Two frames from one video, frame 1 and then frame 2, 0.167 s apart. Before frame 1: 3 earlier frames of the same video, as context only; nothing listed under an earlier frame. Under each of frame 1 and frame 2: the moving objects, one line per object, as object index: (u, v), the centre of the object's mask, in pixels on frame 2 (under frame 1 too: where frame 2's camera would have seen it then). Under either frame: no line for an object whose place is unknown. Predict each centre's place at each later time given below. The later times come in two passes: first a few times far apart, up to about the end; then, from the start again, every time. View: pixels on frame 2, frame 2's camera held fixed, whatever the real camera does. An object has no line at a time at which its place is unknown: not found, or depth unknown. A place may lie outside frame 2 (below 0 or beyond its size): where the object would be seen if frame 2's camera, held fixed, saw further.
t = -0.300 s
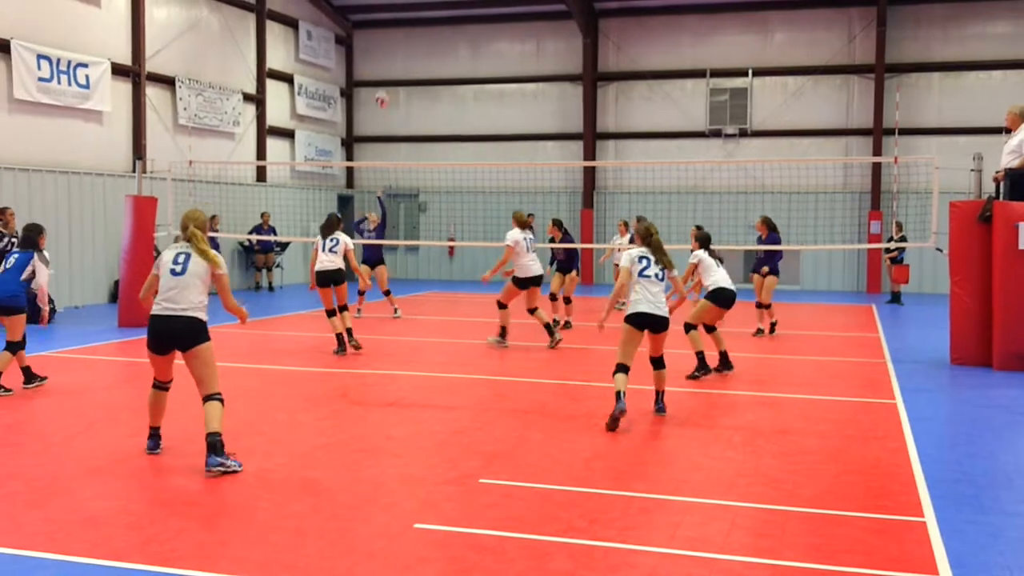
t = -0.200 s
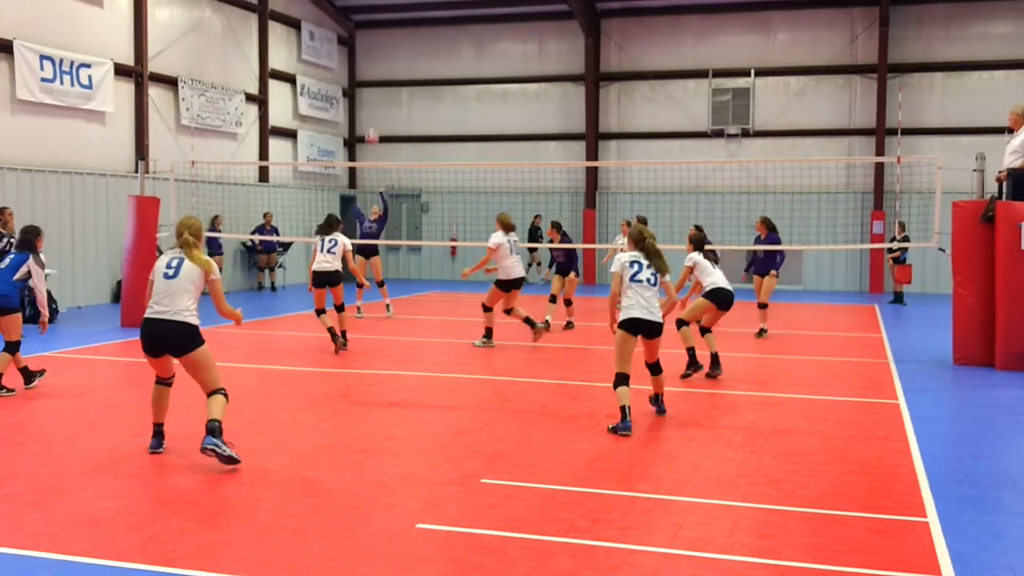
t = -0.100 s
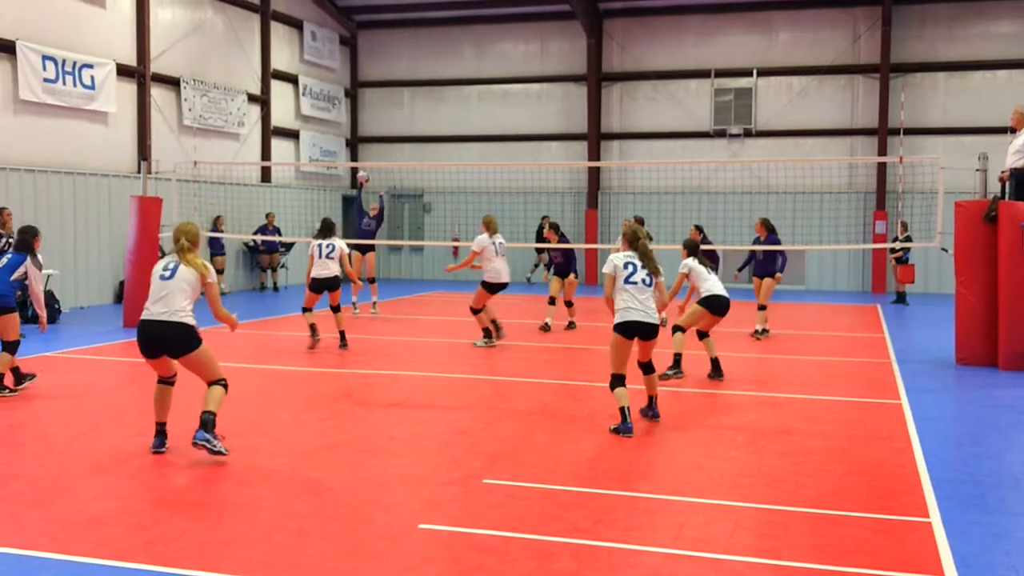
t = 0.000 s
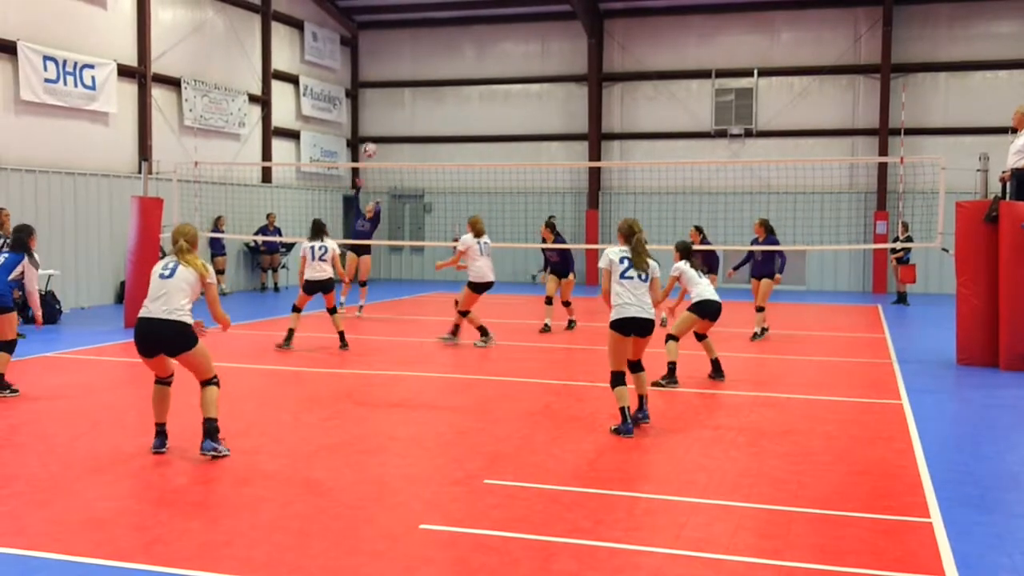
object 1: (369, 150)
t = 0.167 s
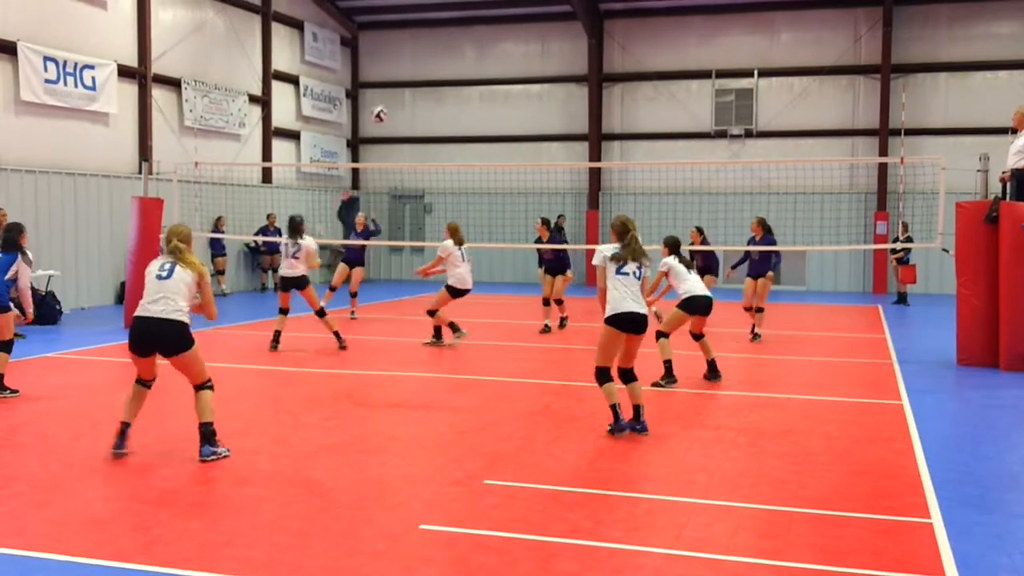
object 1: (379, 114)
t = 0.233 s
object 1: (383, 104)
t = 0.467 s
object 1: (402, 95)
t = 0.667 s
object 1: (426, 137)
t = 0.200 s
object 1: (380, 109)
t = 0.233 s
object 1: (383, 104)
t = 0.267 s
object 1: (385, 100)
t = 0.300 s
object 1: (388, 96)
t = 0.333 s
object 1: (390, 94)
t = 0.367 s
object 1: (392, 94)
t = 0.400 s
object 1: (395, 94)
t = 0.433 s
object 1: (399, 94)
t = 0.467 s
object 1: (402, 95)
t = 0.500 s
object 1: (405, 98)
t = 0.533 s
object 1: (409, 103)
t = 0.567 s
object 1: (414, 109)
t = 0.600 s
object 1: (418, 116)
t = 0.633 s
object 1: (421, 127)
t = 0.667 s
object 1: (426, 137)
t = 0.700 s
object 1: (430, 151)
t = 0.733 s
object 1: (435, 169)
